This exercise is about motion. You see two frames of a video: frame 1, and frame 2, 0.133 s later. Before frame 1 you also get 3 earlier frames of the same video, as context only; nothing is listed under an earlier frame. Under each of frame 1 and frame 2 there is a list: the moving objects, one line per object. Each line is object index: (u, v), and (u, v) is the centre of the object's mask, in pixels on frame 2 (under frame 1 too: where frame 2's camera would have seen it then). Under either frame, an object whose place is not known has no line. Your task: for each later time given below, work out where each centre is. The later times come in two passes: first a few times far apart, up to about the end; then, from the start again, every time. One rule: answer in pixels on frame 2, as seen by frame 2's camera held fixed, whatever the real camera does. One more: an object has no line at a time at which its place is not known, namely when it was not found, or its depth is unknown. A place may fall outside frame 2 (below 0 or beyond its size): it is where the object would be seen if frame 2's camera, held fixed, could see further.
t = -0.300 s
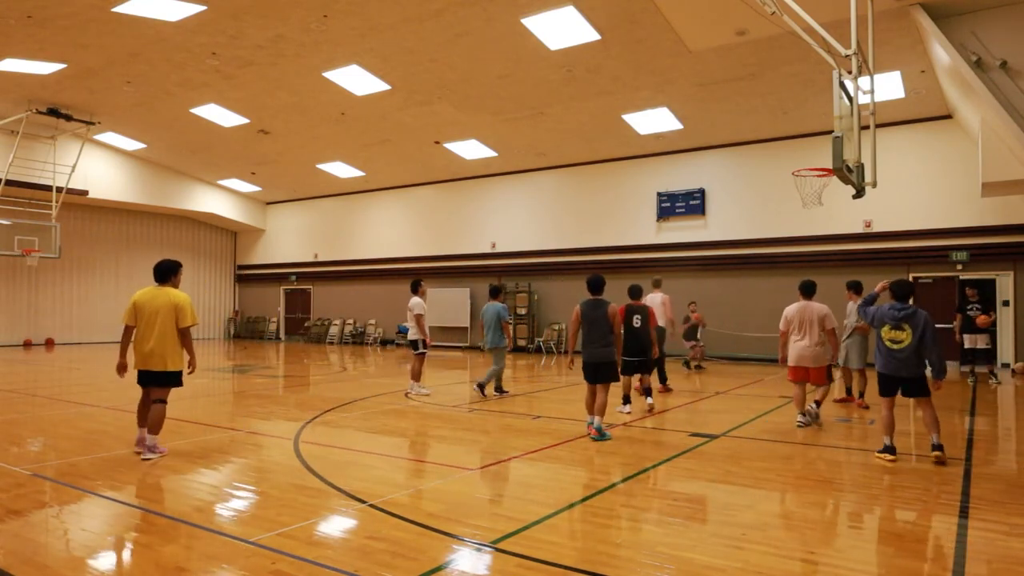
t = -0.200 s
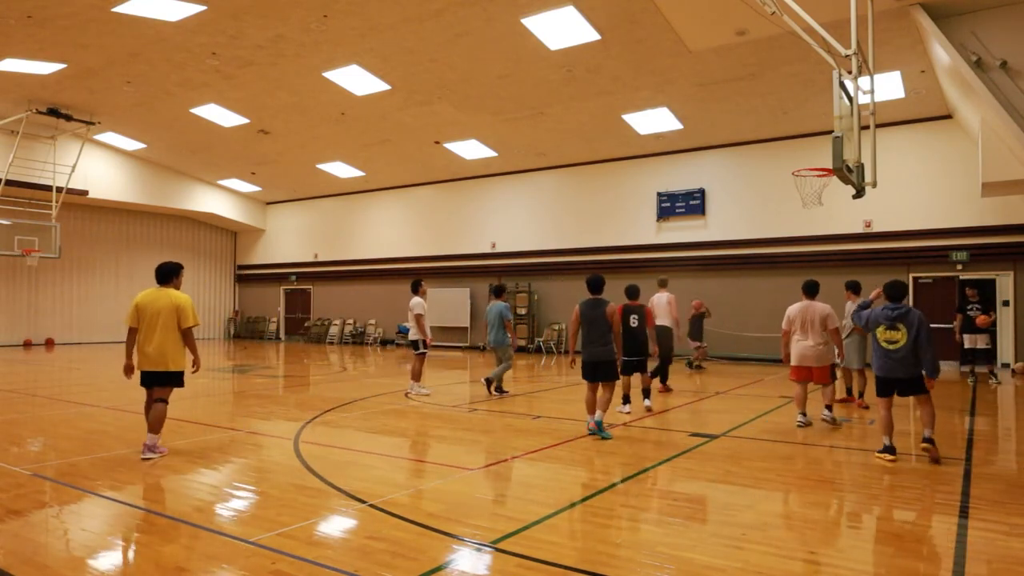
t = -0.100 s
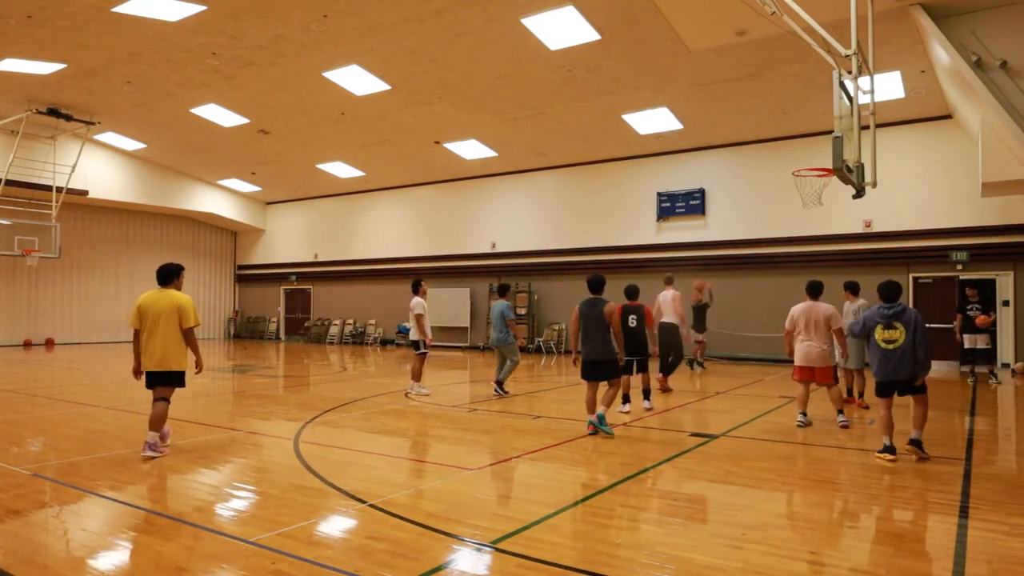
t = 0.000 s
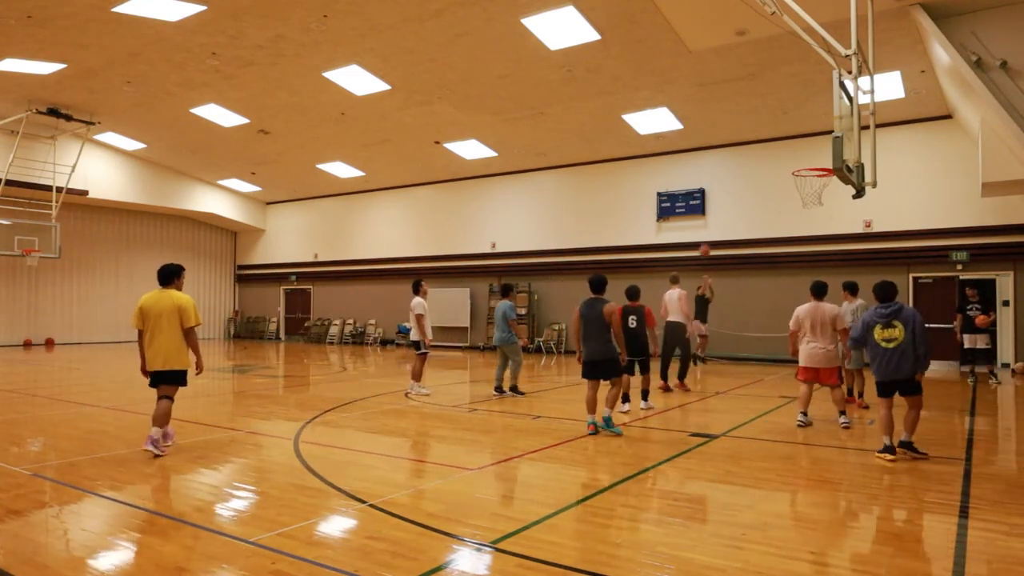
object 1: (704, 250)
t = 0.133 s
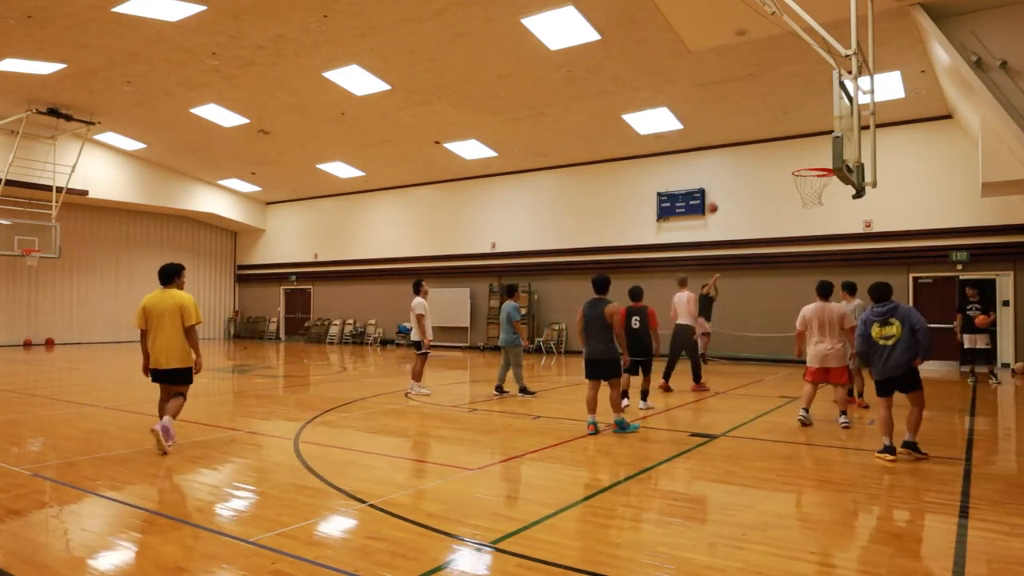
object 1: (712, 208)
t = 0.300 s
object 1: (722, 161)
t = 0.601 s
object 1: (743, 103)
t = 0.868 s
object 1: (766, 87)
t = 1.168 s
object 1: (799, 127)
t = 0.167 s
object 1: (714, 197)
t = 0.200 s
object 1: (716, 187)
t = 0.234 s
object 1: (718, 178)
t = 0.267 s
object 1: (720, 169)
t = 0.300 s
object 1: (722, 161)
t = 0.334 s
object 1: (724, 152)
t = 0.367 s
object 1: (726, 144)
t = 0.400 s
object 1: (729, 138)
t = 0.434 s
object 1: (731, 132)
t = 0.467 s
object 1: (733, 125)
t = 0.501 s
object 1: (735, 118)
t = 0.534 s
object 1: (738, 112)
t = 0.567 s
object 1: (740, 107)
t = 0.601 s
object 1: (743, 103)
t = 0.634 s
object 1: (745, 99)
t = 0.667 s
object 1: (748, 95)
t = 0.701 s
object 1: (751, 92)
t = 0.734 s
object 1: (754, 90)
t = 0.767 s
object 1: (757, 88)
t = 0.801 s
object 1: (759, 87)
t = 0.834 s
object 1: (763, 87)
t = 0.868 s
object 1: (766, 87)
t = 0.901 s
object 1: (769, 88)
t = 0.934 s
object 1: (772, 90)
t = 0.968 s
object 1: (776, 93)
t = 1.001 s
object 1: (779, 96)
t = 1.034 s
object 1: (783, 101)
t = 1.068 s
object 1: (787, 105)
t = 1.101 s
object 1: (791, 112)
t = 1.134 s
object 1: (795, 119)
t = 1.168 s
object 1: (799, 127)
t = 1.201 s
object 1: (803, 137)
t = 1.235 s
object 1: (808, 146)
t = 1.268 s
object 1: (812, 157)
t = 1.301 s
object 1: (816, 170)
